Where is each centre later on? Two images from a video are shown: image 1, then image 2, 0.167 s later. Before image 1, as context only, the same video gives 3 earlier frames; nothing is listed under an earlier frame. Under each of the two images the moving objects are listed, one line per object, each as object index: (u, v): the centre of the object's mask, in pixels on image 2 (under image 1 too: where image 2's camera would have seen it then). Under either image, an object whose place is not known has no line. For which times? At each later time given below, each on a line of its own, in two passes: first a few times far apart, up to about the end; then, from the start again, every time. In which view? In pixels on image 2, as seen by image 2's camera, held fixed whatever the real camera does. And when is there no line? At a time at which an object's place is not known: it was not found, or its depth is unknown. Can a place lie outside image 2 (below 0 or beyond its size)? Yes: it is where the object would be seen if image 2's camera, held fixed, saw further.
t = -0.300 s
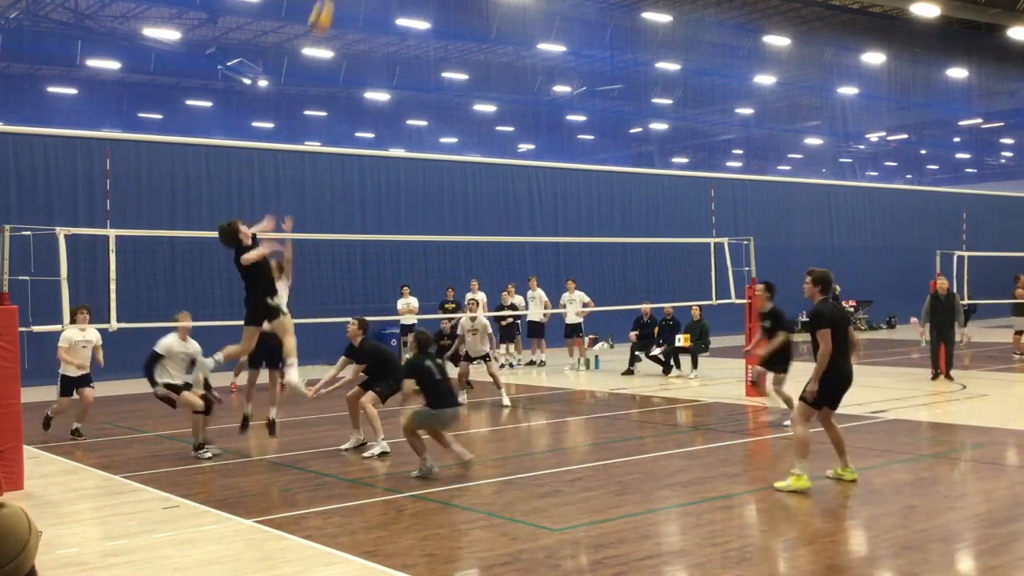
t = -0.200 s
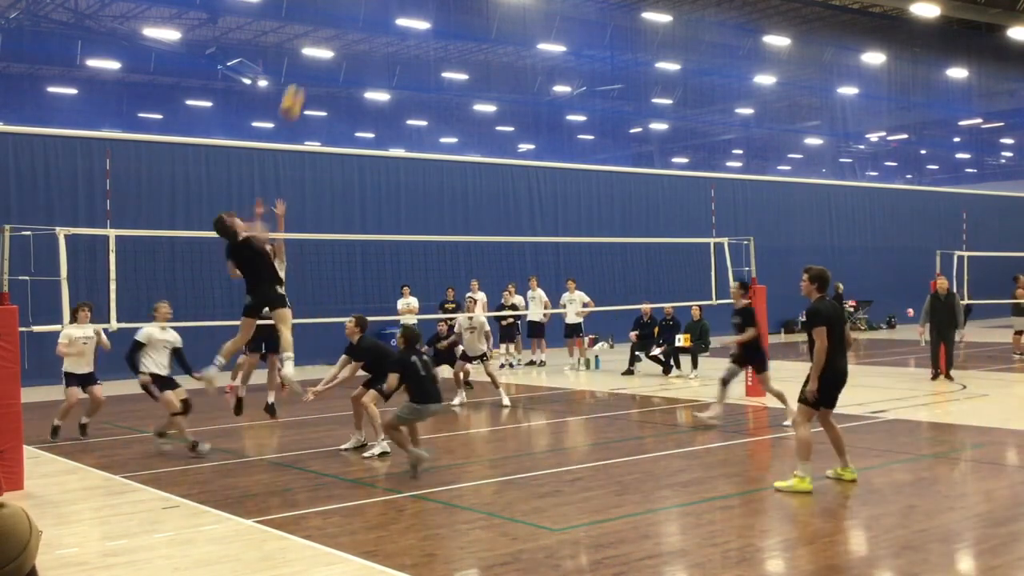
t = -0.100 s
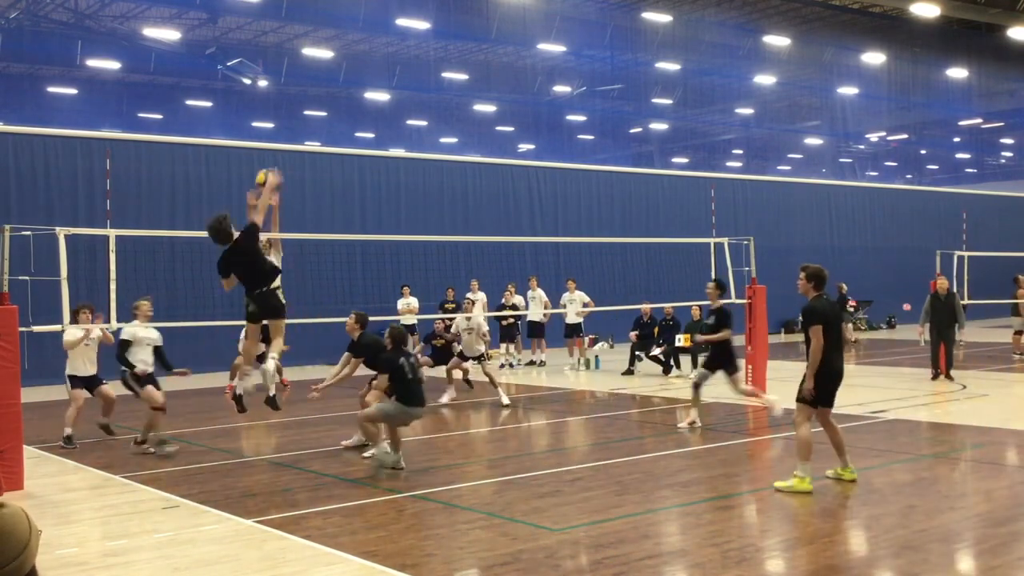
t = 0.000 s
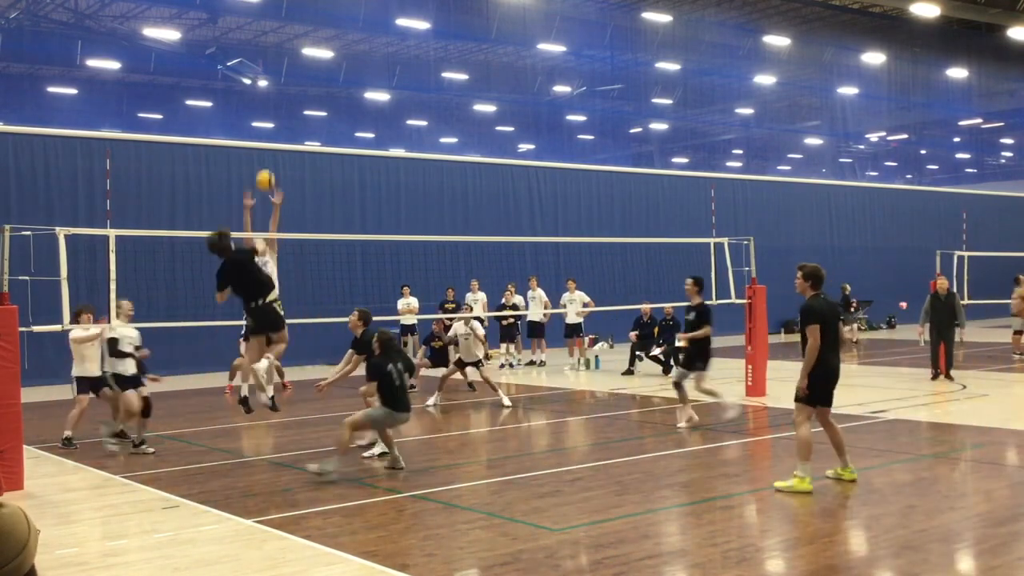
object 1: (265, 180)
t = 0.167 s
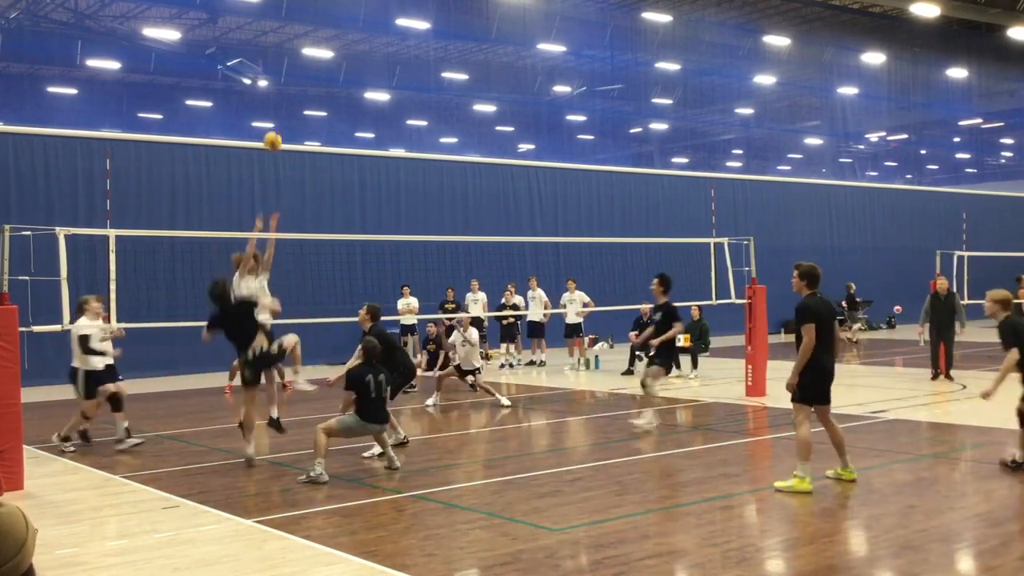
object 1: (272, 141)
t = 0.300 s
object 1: (279, 129)
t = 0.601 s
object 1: (293, 154)
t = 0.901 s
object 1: (307, 235)
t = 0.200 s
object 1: (274, 136)
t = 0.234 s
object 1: (276, 133)
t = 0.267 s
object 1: (278, 131)
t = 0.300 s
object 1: (279, 129)
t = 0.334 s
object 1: (280, 128)
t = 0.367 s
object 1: (282, 128)
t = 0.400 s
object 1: (284, 130)
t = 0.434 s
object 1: (285, 131)
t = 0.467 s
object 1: (286, 133)
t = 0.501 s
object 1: (288, 137)
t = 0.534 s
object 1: (289, 142)
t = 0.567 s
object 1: (291, 147)
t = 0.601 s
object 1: (293, 154)
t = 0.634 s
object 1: (294, 159)
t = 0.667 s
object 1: (296, 166)
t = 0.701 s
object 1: (297, 175)
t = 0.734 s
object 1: (299, 183)
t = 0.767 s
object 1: (300, 193)
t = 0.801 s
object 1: (302, 203)
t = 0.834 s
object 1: (303, 213)
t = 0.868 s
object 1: (305, 223)
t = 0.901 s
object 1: (307, 235)
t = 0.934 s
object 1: (308, 248)
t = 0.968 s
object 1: (309, 262)
